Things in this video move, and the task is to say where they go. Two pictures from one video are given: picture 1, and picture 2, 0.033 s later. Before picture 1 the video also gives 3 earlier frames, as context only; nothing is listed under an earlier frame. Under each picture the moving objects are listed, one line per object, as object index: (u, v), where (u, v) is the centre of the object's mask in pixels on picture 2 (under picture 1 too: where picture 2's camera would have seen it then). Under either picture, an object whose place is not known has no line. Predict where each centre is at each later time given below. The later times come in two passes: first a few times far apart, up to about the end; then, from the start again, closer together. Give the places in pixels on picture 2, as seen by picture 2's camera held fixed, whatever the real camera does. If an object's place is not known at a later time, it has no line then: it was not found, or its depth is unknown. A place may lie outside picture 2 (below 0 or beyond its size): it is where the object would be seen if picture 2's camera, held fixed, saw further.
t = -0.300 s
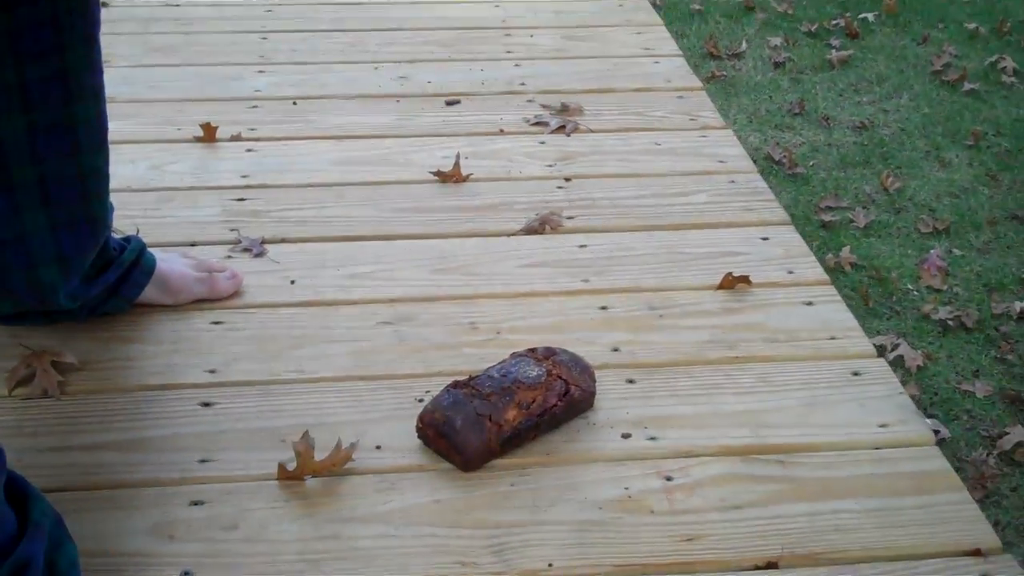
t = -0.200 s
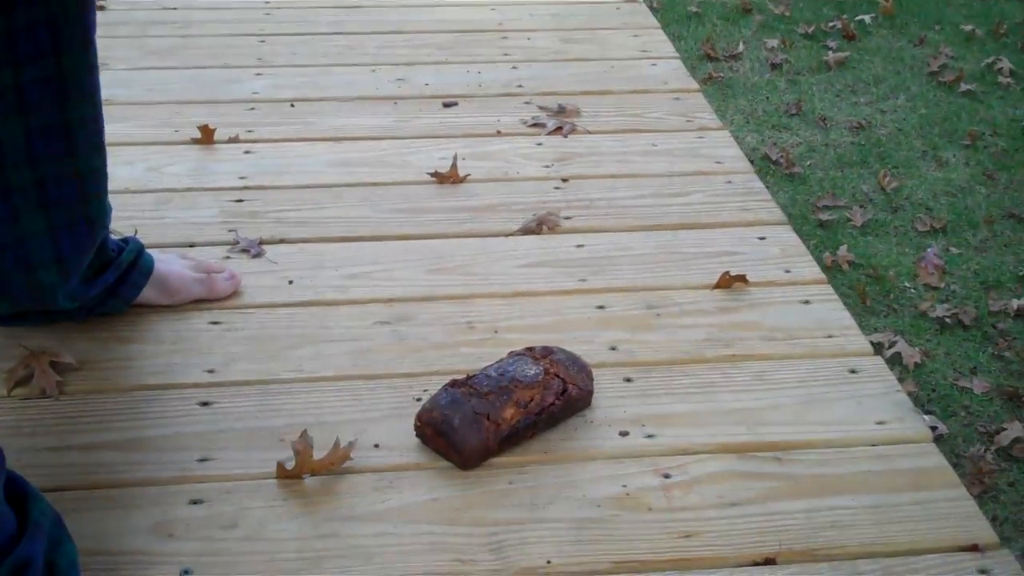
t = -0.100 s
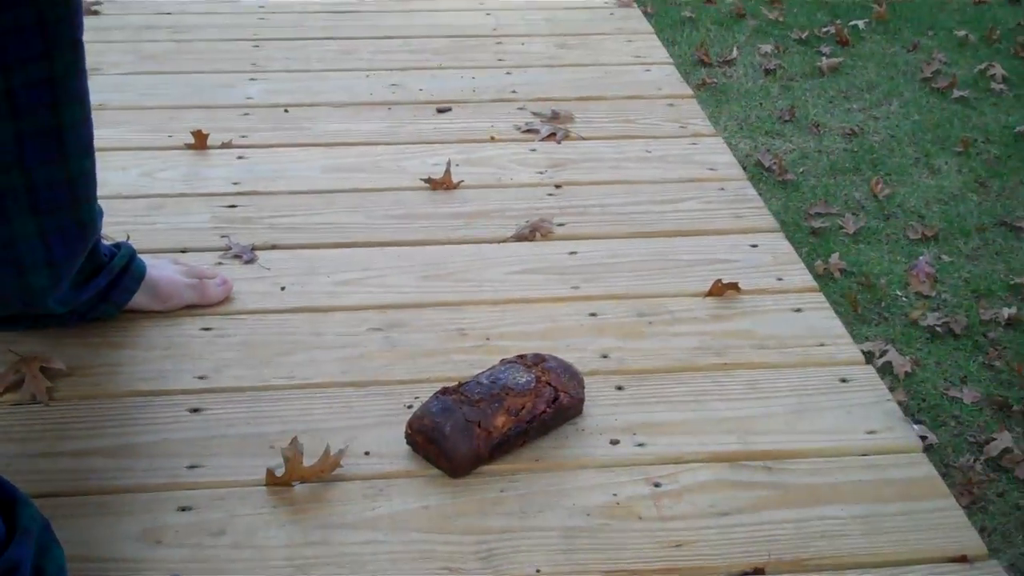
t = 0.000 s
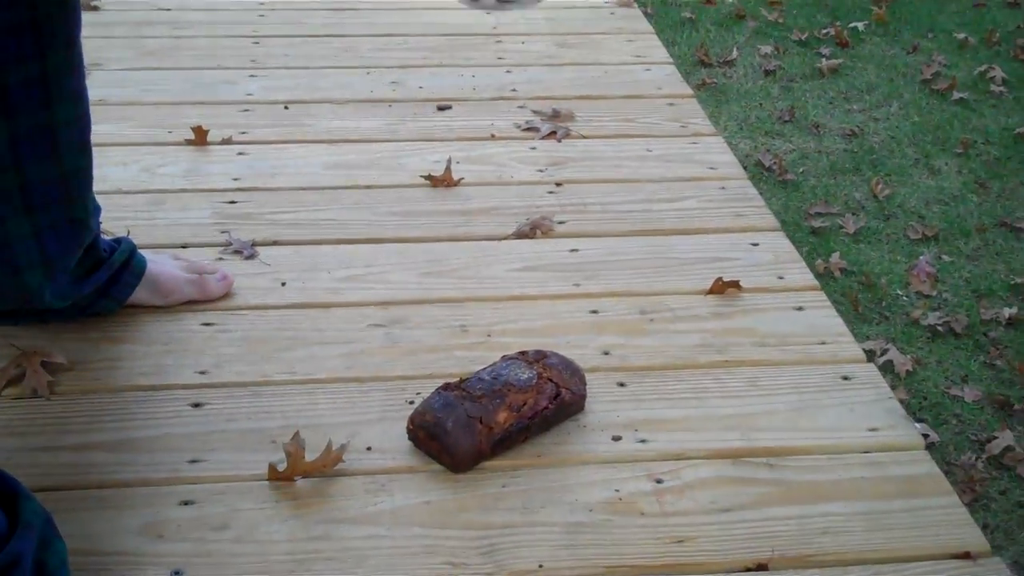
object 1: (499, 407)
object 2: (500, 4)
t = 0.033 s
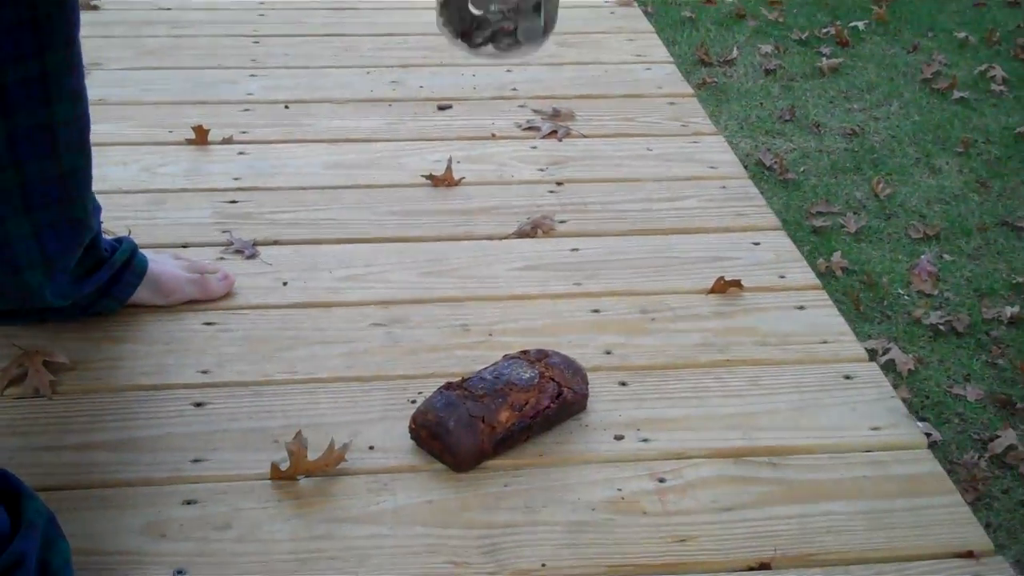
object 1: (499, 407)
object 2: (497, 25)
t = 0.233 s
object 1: (499, 416)
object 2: (492, 307)
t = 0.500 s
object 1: (497, 403)
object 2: (445, 297)
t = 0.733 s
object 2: (374, 312)
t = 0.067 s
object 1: (499, 407)
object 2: (498, 55)
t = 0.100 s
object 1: (499, 407)
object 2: (499, 89)
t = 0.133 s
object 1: (499, 407)
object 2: (497, 150)
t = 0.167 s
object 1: (499, 409)
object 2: (495, 250)
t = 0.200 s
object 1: (498, 418)
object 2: (494, 321)
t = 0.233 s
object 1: (499, 416)
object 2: (492, 307)
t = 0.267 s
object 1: (500, 416)
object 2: (490, 300)
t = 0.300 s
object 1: (501, 416)
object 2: (488, 301)
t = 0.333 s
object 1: (501, 416)
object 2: (484, 304)
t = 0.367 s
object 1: (502, 415)
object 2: (477, 302)
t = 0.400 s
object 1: (501, 413)
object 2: (469, 301)
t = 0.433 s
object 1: (501, 411)
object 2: (462, 300)
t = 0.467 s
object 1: (499, 408)
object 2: (454, 298)
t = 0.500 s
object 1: (497, 403)
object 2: (445, 297)
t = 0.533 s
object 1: (495, 398)
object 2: (436, 296)
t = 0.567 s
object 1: (491, 390)
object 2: (424, 294)
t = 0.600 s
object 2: (411, 296)
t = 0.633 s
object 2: (398, 301)
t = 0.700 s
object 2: (382, 314)
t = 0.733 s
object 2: (374, 312)
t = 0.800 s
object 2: (357, 305)
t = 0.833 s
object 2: (352, 302)
